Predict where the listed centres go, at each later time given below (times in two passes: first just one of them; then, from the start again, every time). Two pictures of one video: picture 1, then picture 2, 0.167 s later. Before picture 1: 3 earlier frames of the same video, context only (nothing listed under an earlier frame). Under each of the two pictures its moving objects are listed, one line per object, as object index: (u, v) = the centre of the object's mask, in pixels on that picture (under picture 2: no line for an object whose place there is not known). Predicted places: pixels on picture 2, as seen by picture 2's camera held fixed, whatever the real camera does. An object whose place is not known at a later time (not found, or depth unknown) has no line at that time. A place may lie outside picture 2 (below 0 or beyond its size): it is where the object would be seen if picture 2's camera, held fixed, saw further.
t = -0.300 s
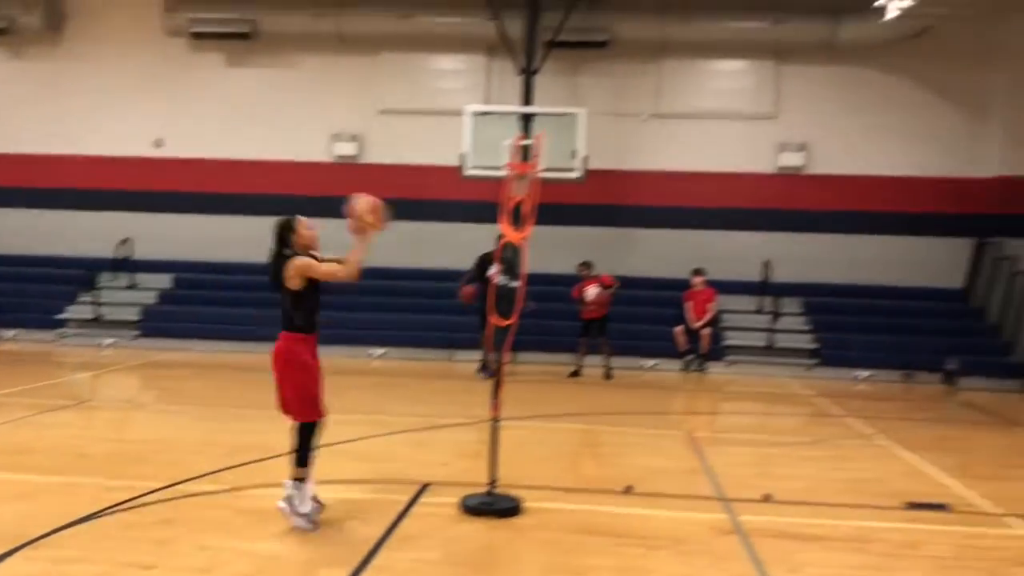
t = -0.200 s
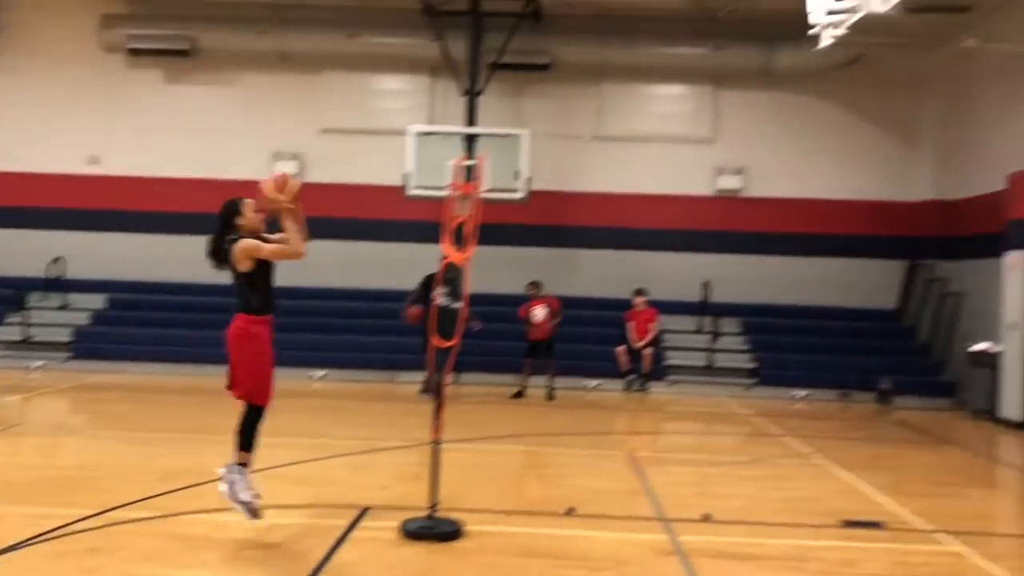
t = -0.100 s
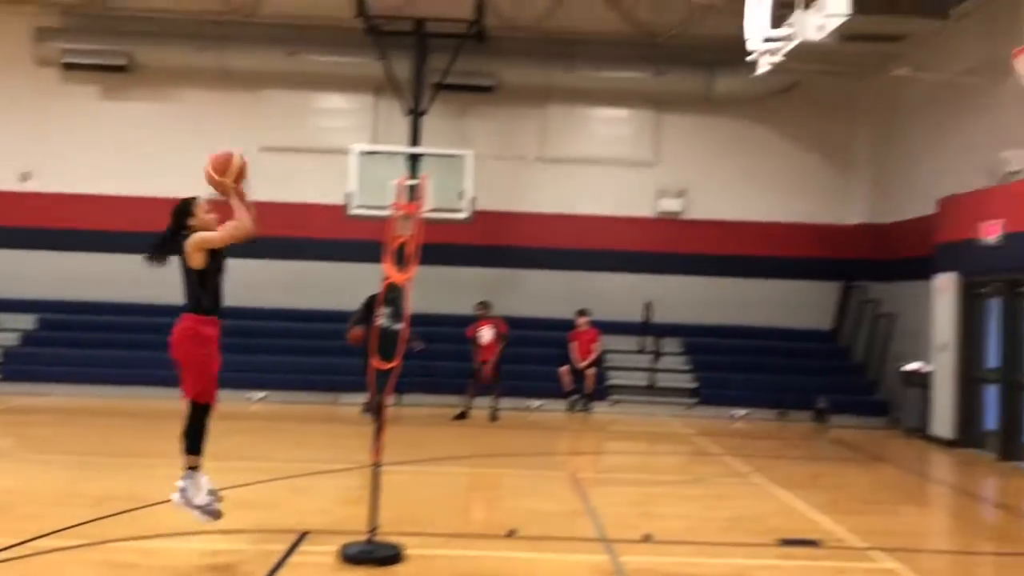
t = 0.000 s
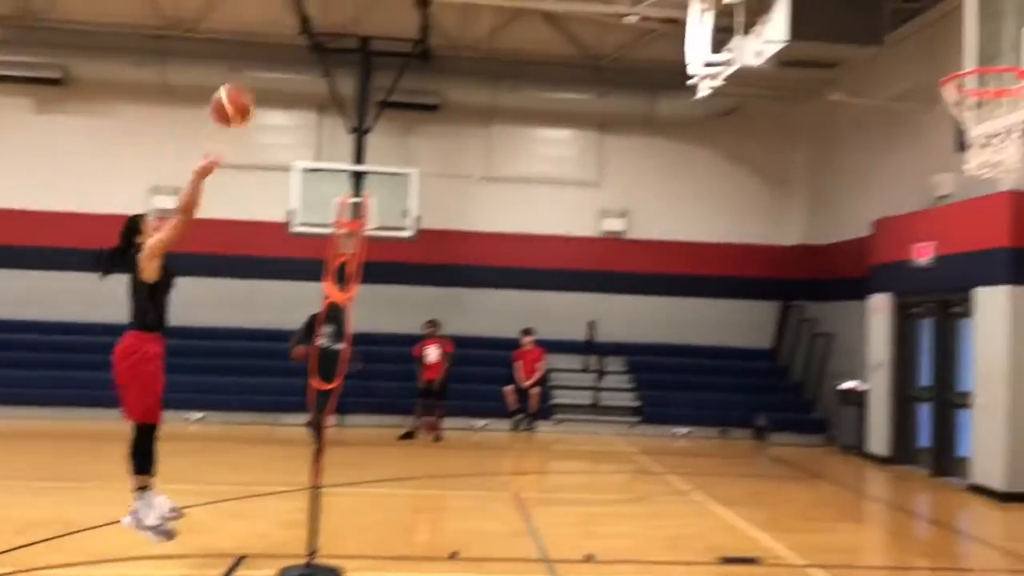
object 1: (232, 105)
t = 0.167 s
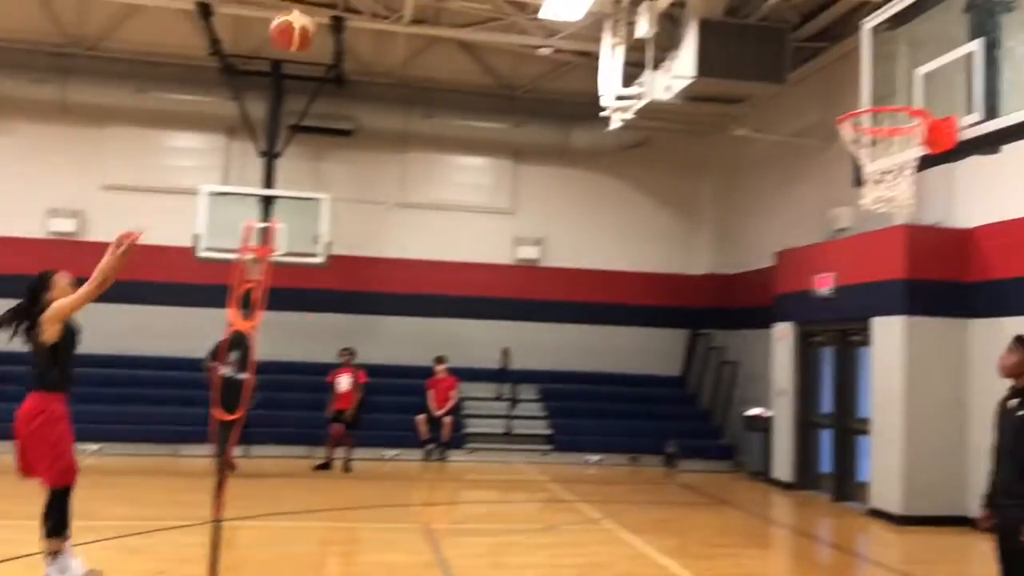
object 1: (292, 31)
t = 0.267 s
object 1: (384, 2)
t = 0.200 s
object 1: (323, 18)
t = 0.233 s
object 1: (354, 8)
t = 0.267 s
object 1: (384, 2)
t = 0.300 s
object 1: (413, -4)
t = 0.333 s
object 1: (441, -9)
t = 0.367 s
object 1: (470, -13)
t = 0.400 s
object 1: (500, -18)
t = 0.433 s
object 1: (529, -19)
